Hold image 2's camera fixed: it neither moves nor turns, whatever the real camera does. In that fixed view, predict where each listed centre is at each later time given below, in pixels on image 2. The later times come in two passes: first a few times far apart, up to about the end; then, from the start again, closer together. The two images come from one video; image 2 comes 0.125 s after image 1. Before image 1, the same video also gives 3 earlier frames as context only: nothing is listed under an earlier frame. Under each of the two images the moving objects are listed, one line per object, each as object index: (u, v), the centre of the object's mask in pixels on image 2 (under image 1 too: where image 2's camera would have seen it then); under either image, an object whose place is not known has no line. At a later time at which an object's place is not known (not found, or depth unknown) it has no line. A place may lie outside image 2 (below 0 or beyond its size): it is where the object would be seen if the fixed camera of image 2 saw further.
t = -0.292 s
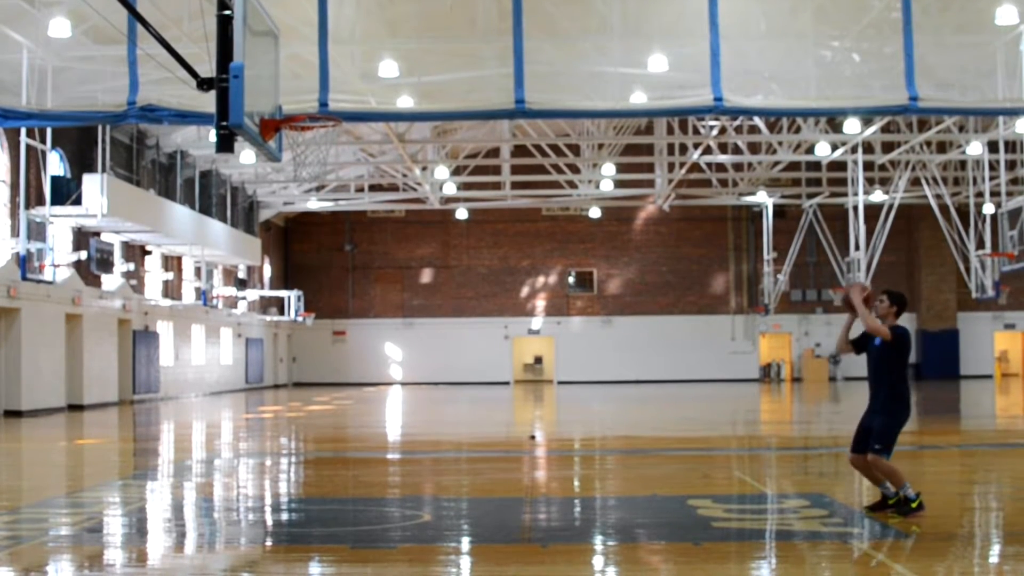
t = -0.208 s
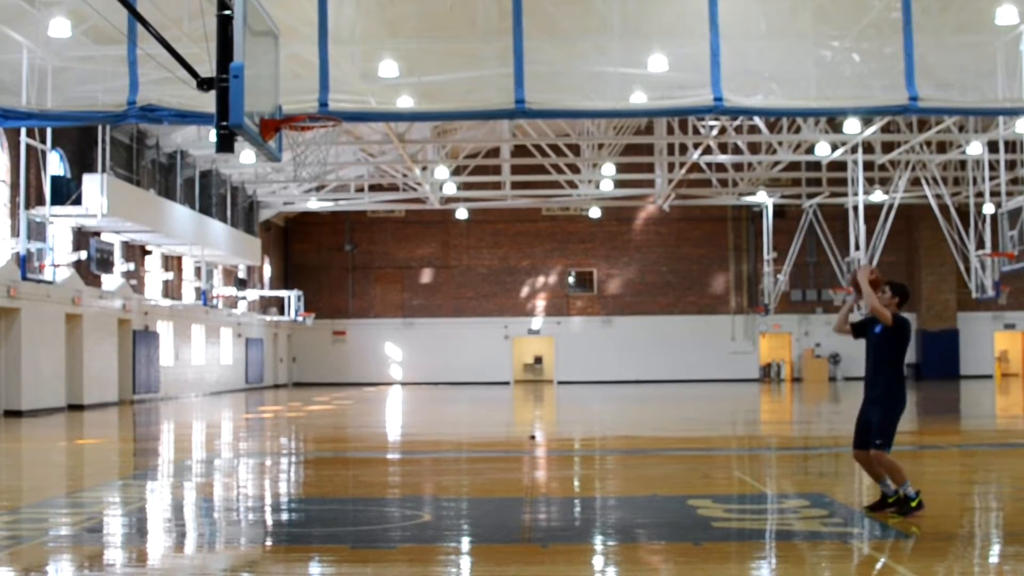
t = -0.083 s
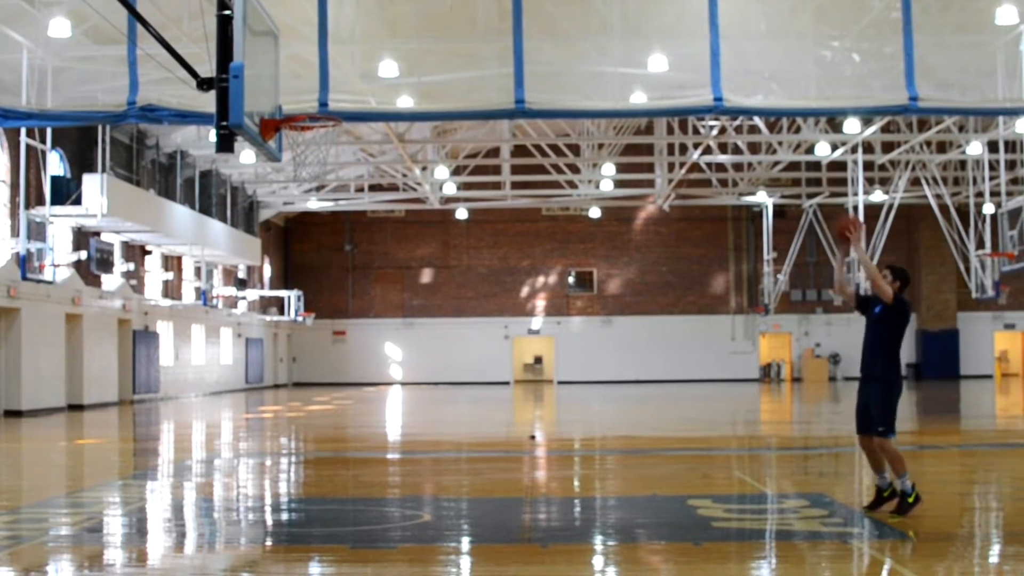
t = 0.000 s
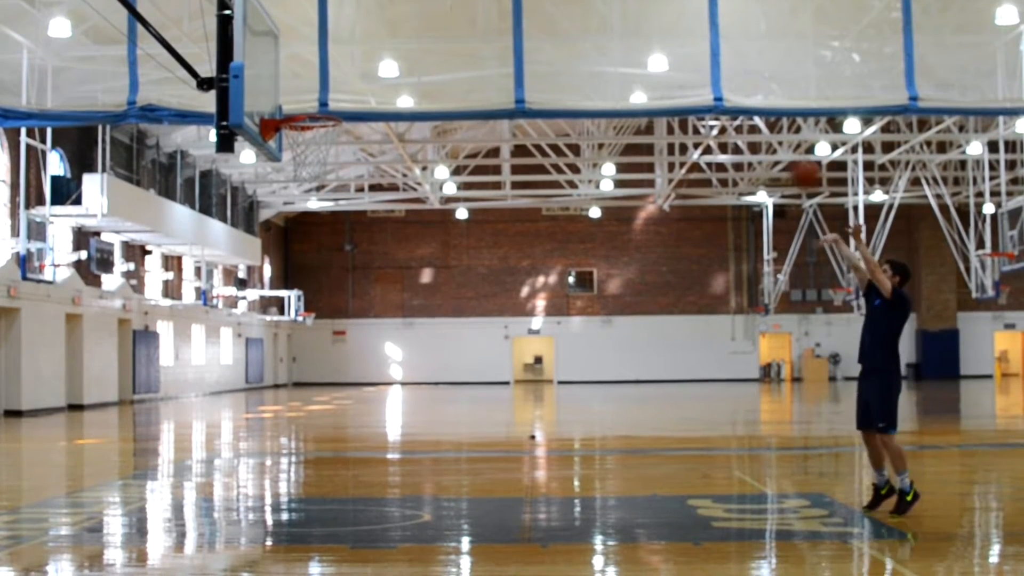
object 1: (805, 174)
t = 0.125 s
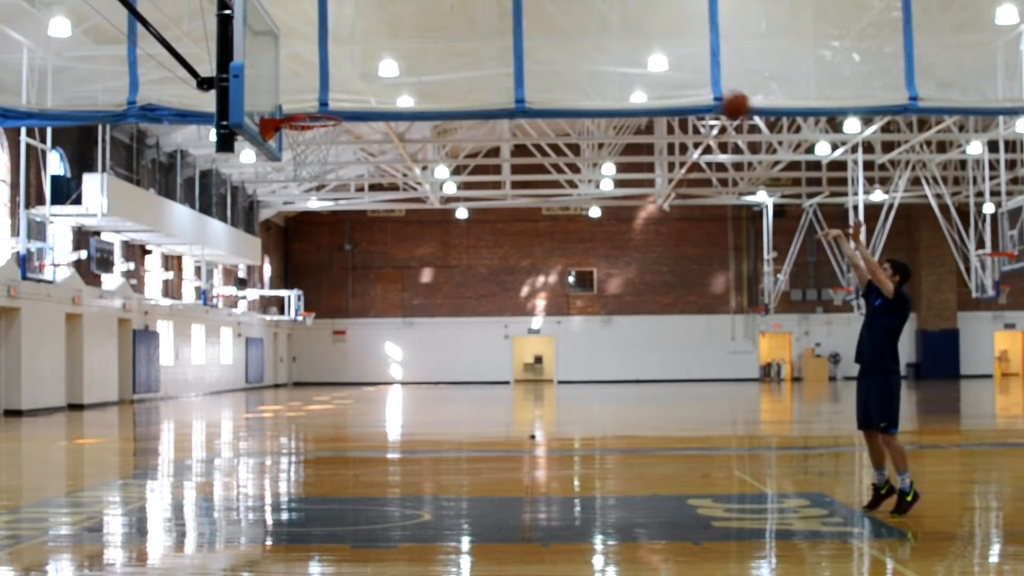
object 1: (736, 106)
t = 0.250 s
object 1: (667, 56)
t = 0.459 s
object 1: (552, 17)
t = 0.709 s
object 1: (418, 40)
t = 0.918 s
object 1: (306, 121)
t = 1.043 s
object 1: (298, 180)
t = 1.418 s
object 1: (308, 477)
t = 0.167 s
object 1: (712, 87)
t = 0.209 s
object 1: (688, 70)
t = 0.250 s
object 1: (667, 56)
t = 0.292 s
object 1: (643, 44)
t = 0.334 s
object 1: (620, 34)
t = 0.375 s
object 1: (597, 26)
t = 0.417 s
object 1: (574, 20)
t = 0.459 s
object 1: (552, 17)
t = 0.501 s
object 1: (530, 15)
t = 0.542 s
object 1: (508, 16)
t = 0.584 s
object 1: (484, 19)
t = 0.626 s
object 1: (463, 24)
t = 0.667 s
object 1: (440, 31)
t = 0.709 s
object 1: (418, 40)
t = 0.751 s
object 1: (397, 51)
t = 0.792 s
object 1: (372, 66)
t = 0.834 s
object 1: (352, 81)
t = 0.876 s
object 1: (329, 100)
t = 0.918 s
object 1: (306, 121)
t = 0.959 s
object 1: (296, 141)
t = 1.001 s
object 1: (297, 159)
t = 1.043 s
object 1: (298, 180)
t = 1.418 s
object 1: (308, 477)
